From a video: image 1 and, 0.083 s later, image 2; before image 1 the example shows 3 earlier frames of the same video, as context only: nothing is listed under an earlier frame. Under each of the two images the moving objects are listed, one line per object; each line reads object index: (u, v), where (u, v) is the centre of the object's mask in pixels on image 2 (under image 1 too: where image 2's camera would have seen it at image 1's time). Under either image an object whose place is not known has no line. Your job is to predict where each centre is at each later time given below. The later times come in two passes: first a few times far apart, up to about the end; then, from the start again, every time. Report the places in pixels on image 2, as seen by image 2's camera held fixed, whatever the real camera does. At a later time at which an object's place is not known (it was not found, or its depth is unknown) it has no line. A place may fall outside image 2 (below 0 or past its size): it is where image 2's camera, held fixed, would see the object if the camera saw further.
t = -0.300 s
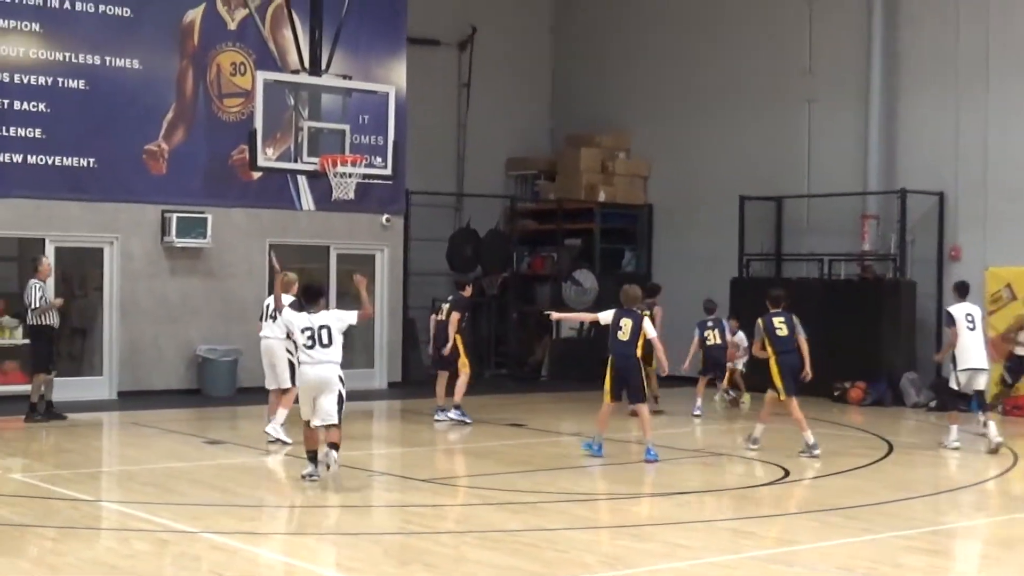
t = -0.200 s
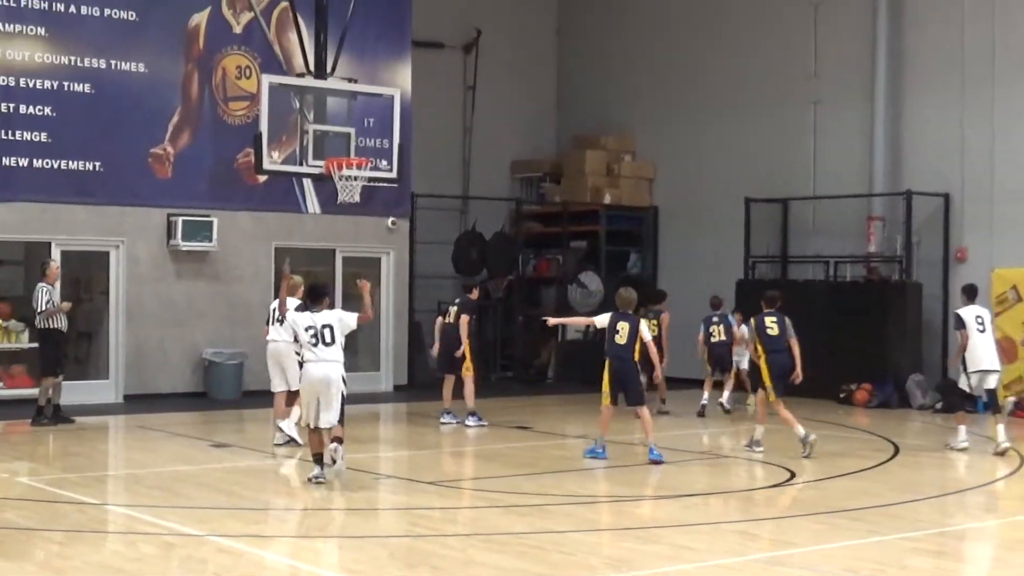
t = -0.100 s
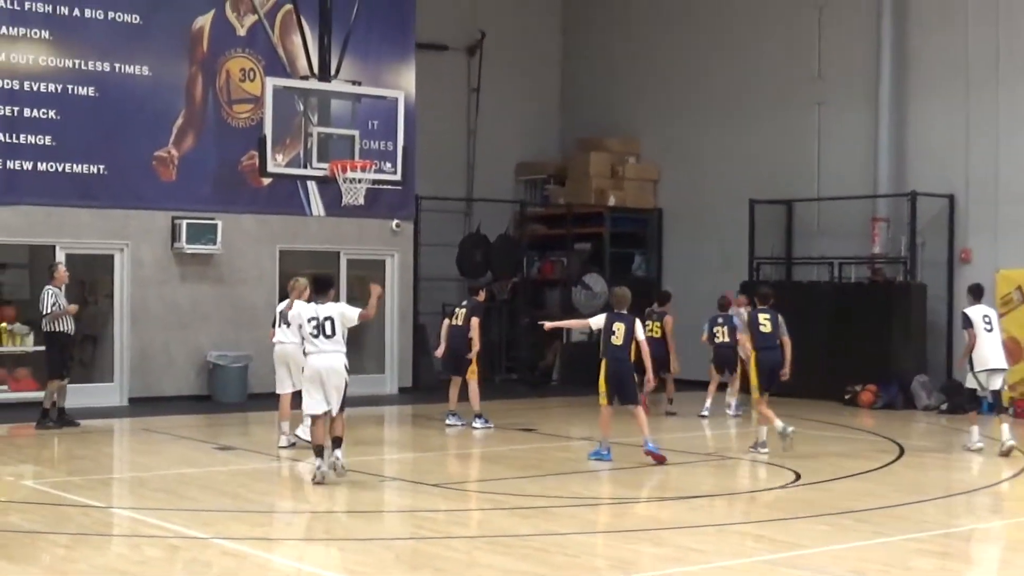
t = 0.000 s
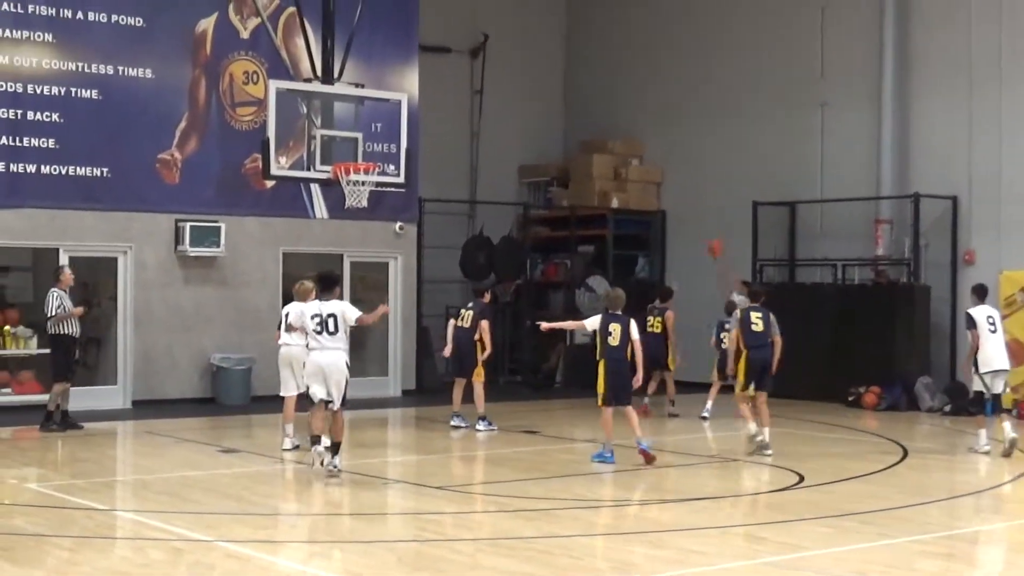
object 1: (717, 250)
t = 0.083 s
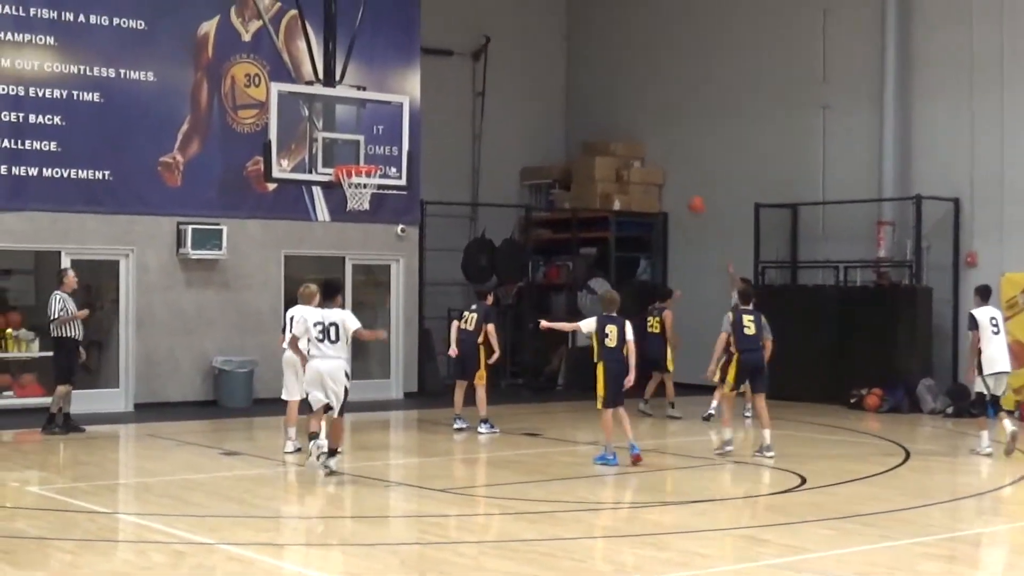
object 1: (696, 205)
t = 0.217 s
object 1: (665, 143)
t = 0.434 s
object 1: (609, 70)
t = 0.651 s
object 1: (552, 30)
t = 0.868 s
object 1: (493, 24)
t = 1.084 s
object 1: (430, 55)
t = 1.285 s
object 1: (366, 121)
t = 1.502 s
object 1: (370, 114)
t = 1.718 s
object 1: (419, 71)
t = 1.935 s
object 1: (465, 69)
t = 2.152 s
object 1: (511, 106)
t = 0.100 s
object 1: (693, 197)
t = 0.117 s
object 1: (689, 189)
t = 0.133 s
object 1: (685, 181)
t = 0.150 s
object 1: (682, 172)
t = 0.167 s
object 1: (677, 167)
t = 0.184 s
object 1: (673, 157)
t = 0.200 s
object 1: (669, 151)
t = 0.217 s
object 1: (665, 143)
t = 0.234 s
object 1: (662, 137)
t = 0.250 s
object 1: (657, 130)
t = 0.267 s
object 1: (654, 124)
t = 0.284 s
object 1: (650, 117)
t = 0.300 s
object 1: (646, 112)
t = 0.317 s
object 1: (641, 106)
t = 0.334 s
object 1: (635, 100)
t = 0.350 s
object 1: (631, 94)
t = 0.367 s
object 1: (627, 89)
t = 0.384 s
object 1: (623, 84)
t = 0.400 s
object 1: (618, 80)
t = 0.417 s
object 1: (614, 75)
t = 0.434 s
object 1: (609, 70)
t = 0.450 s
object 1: (606, 66)
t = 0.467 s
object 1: (601, 62)
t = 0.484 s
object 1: (597, 58)
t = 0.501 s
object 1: (593, 54)
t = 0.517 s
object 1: (588, 50)
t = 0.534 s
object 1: (584, 48)
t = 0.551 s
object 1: (579, 44)
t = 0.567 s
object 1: (575, 42)
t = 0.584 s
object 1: (571, 39)
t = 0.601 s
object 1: (566, 36)
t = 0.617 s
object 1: (562, 34)
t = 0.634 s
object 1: (558, 32)
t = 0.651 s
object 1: (552, 30)
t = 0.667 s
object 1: (548, 28)
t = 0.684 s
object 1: (544, 26)
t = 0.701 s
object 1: (540, 25)
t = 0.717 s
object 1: (536, 24)
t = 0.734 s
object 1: (531, 23)
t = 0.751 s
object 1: (525, 23)
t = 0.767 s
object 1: (522, 22)
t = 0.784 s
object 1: (518, 22)
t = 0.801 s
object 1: (513, 22)
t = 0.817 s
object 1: (508, 22)
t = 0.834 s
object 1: (503, 23)
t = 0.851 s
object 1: (499, 23)
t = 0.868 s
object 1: (493, 24)
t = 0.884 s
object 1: (488, 25)
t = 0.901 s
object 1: (483, 26)
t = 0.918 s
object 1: (478, 28)
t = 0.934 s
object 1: (473, 29)
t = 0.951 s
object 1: (468, 31)
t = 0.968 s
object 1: (465, 33)
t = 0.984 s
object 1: (460, 35)
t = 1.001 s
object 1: (454, 38)
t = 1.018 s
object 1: (450, 42)
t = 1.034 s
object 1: (444, 44)
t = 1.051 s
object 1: (439, 47)
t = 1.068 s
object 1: (434, 52)
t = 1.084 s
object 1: (430, 55)
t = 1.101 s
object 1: (425, 60)
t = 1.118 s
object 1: (419, 64)
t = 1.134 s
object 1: (414, 68)
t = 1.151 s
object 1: (409, 74)
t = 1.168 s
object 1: (404, 79)
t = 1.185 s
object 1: (399, 85)
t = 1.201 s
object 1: (394, 89)
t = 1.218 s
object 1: (389, 95)
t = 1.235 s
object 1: (383, 102)
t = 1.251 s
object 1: (378, 109)
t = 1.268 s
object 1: (373, 114)
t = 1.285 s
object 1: (366, 121)
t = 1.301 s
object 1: (362, 129)
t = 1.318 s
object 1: (357, 135)
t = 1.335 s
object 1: (352, 144)
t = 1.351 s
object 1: (346, 153)
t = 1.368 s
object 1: (343, 157)
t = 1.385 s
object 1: (344, 155)
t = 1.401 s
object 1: (348, 148)
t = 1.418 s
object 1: (352, 142)
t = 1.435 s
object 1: (356, 135)
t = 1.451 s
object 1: (359, 130)
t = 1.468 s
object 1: (363, 124)
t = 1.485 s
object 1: (367, 120)
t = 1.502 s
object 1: (370, 114)
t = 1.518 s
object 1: (374, 110)
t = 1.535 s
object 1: (378, 107)
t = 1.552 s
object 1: (382, 101)
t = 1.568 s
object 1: (385, 97)
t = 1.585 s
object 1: (389, 94)
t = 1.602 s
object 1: (392, 90)
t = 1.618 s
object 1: (396, 86)
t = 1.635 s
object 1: (400, 84)
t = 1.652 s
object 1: (403, 81)
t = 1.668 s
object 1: (407, 77)
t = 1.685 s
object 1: (412, 75)
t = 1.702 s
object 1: (415, 74)
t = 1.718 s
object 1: (419, 71)
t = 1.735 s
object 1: (422, 69)
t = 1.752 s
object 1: (426, 68)
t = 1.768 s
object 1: (429, 66)
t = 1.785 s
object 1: (433, 66)
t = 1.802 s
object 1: (436, 65)
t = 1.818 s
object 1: (440, 64)
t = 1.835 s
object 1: (444, 65)
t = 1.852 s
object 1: (448, 64)
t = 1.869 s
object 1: (451, 64)
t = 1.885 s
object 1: (455, 65)
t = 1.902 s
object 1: (459, 67)
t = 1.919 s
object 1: (461, 67)
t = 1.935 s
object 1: (465, 69)
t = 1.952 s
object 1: (468, 70)
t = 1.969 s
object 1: (472, 71)
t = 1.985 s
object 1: (475, 74)
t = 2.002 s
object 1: (479, 76)
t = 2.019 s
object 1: (484, 78)
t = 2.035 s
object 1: (487, 80)
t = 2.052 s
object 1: (490, 84)
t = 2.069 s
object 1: (495, 87)
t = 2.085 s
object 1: (498, 90)
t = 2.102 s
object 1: (501, 94)
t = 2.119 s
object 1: (504, 98)
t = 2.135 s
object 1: (507, 102)
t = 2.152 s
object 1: (511, 106)
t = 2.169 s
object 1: (514, 111)
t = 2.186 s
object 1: (519, 116)
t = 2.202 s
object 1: (522, 121)
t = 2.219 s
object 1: (526, 126)
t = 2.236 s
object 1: (529, 131)
